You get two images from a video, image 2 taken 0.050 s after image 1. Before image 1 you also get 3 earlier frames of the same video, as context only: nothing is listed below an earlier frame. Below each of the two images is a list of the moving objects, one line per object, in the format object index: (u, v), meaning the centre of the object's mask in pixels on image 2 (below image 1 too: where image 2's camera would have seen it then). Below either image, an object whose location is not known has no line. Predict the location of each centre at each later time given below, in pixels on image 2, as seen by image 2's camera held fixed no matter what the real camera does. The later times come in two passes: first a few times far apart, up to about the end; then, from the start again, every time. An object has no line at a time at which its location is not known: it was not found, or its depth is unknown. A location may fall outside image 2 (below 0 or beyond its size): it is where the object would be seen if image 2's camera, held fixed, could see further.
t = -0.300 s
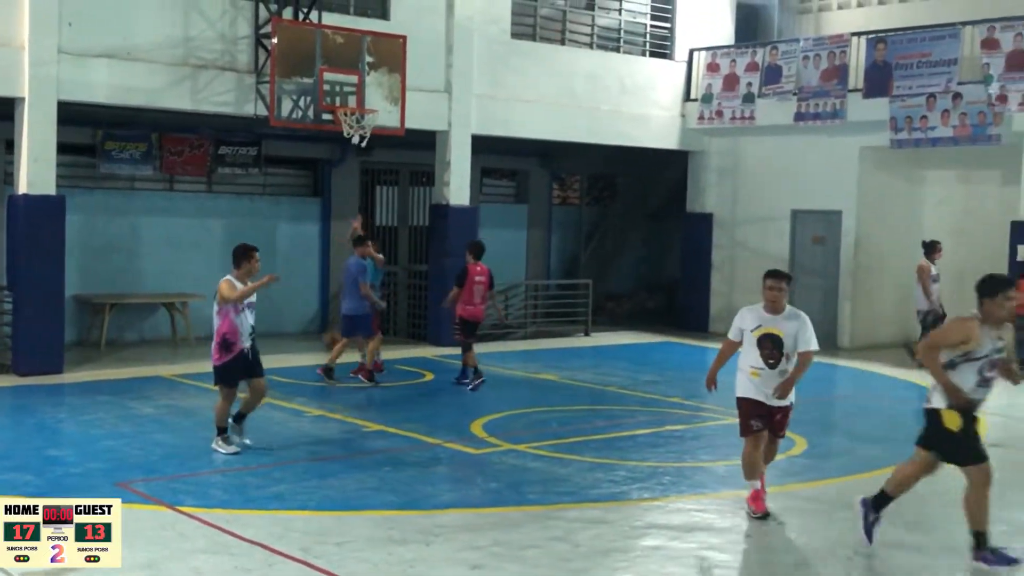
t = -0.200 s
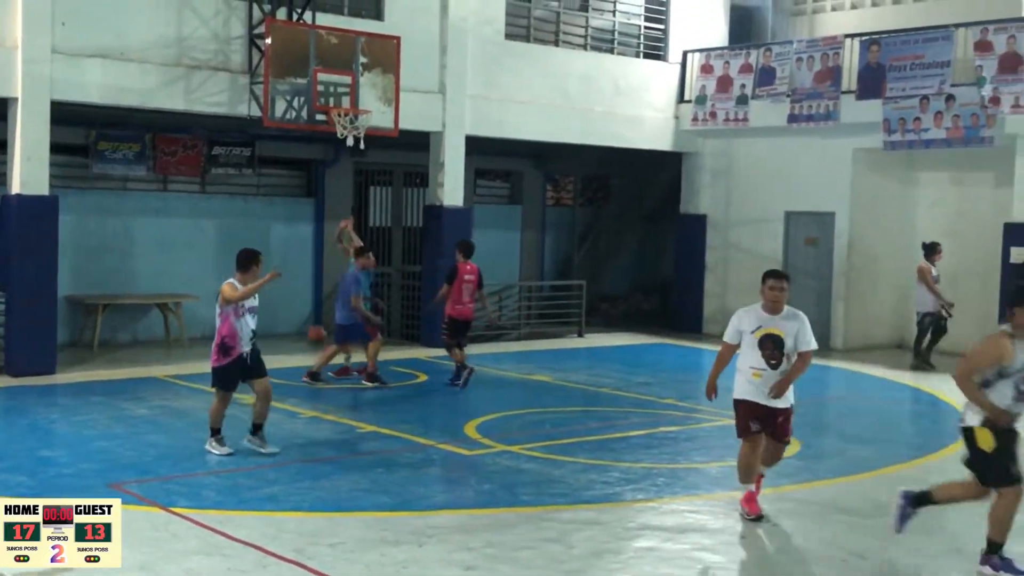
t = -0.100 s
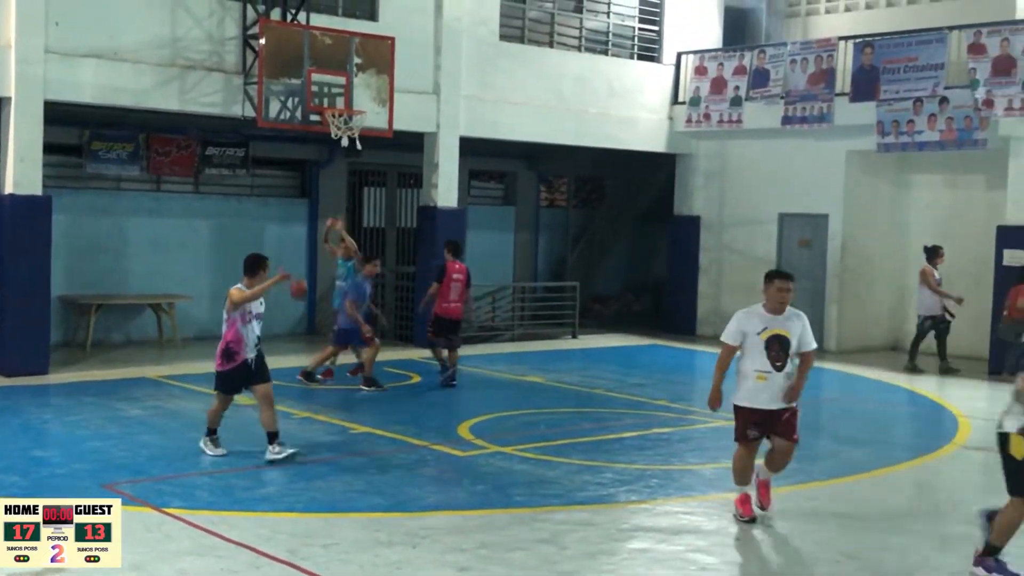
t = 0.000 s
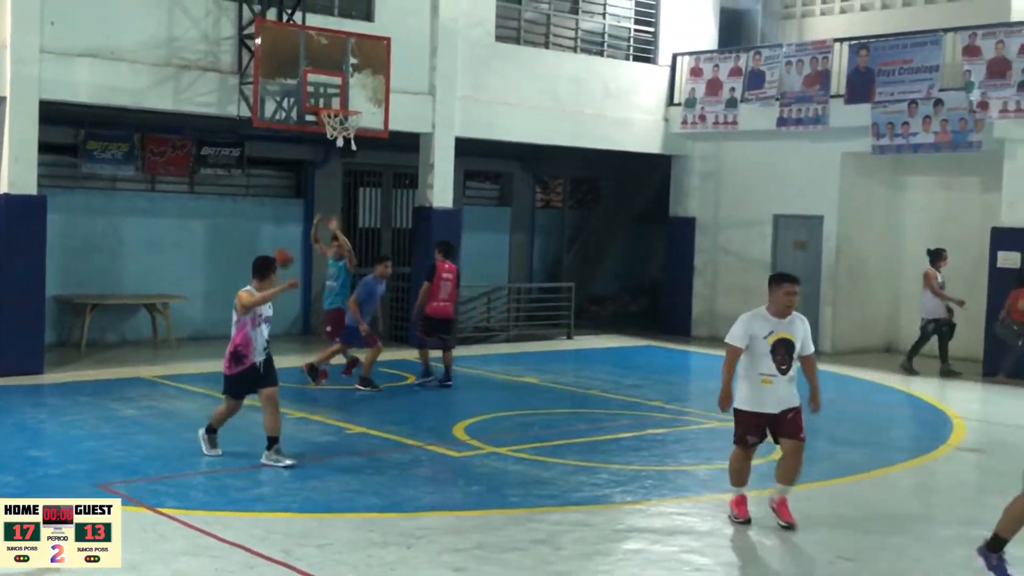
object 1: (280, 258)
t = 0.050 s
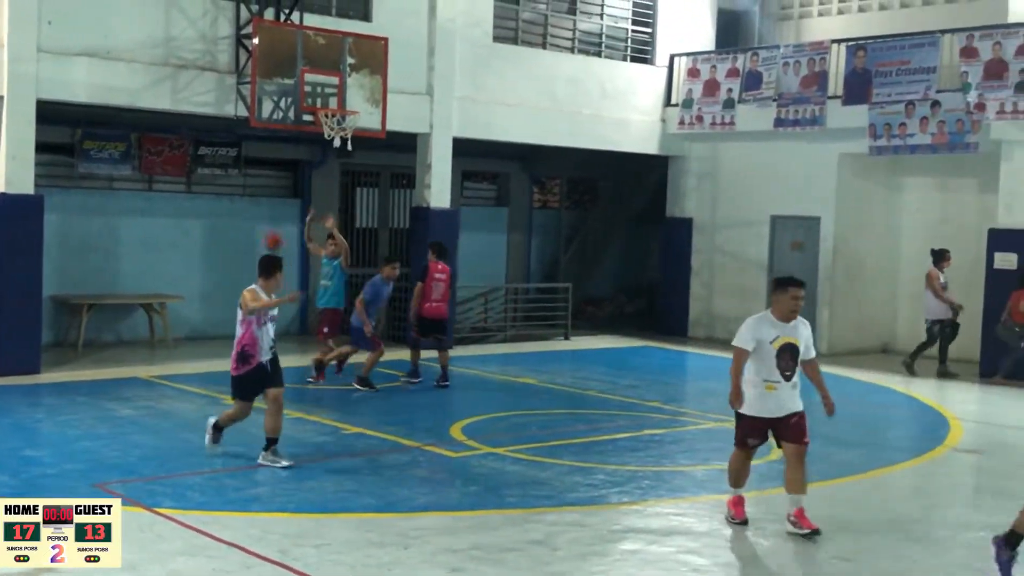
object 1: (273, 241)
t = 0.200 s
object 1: (256, 215)
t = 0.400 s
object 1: (233, 214)
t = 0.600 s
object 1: (209, 251)
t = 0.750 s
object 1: (190, 304)
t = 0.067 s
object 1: (271, 237)
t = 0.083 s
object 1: (269, 234)
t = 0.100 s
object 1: (267, 231)
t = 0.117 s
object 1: (266, 229)
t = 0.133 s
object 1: (265, 225)
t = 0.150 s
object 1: (262, 222)
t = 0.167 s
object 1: (261, 220)
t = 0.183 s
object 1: (259, 219)
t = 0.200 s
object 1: (256, 215)
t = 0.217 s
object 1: (254, 214)
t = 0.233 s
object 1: (252, 213)
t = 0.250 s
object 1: (251, 212)
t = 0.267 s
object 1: (250, 212)
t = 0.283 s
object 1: (248, 211)
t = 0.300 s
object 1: (246, 211)
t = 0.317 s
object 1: (244, 210)
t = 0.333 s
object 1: (242, 211)
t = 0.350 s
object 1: (240, 210)
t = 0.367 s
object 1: (236, 212)
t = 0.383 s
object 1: (234, 214)
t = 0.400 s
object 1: (233, 214)
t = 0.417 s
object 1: (231, 215)
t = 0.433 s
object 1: (229, 217)
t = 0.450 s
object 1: (227, 219)
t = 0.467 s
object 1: (225, 221)
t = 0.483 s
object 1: (224, 223)
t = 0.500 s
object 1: (221, 226)
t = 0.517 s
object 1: (220, 229)
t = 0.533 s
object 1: (216, 236)
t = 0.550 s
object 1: (214, 239)
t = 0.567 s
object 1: (213, 242)
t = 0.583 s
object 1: (211, 246)
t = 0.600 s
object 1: (209, 251)
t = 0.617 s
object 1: (207, 256)
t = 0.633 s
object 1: (205, 261)
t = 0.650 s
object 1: (203, 266)
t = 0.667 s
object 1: (202, 270)
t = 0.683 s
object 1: (200, 275)
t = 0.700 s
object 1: (196, 287)
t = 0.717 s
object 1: (194, 292)
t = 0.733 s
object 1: (192, 298)
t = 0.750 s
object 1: (190, 304)
